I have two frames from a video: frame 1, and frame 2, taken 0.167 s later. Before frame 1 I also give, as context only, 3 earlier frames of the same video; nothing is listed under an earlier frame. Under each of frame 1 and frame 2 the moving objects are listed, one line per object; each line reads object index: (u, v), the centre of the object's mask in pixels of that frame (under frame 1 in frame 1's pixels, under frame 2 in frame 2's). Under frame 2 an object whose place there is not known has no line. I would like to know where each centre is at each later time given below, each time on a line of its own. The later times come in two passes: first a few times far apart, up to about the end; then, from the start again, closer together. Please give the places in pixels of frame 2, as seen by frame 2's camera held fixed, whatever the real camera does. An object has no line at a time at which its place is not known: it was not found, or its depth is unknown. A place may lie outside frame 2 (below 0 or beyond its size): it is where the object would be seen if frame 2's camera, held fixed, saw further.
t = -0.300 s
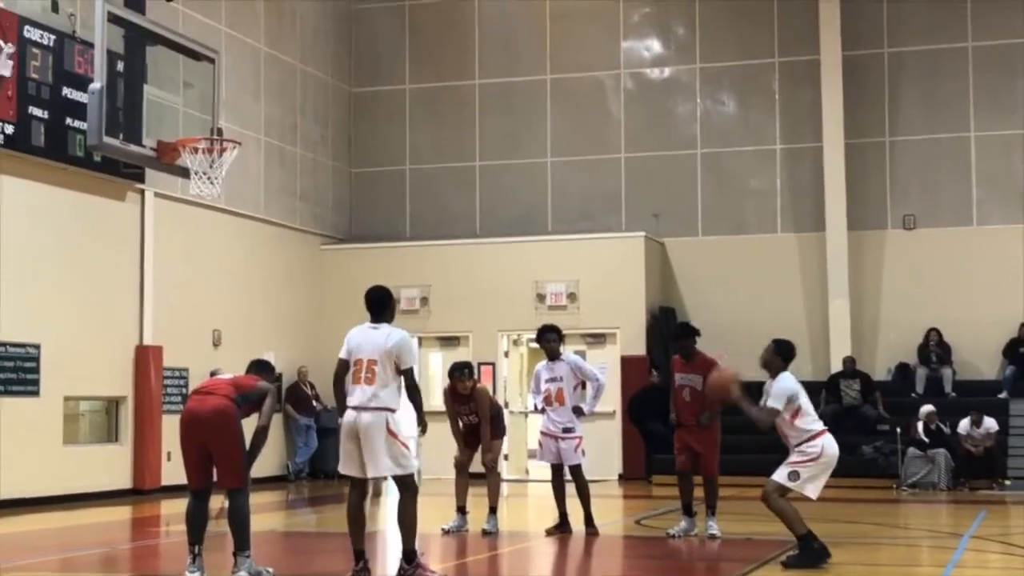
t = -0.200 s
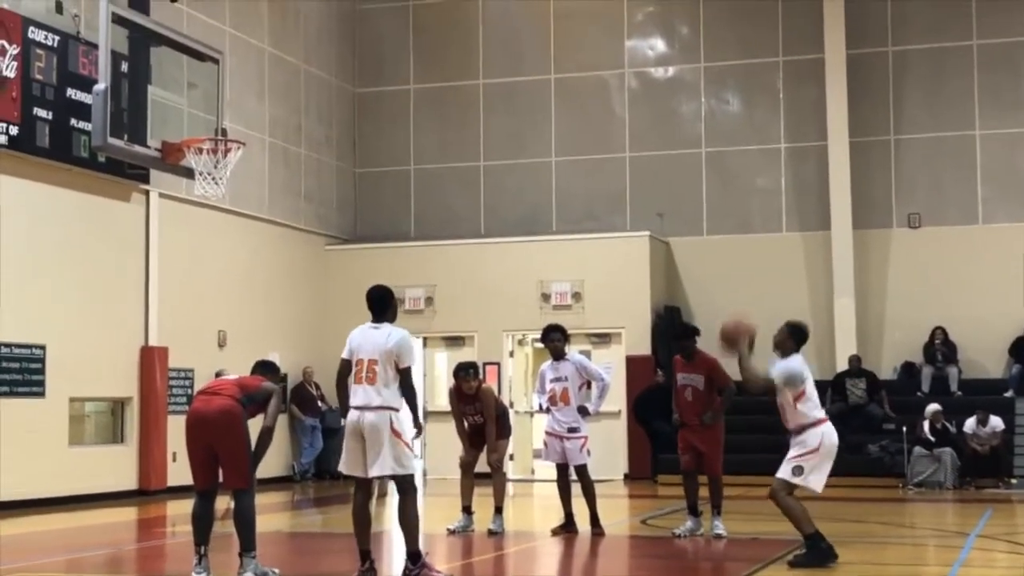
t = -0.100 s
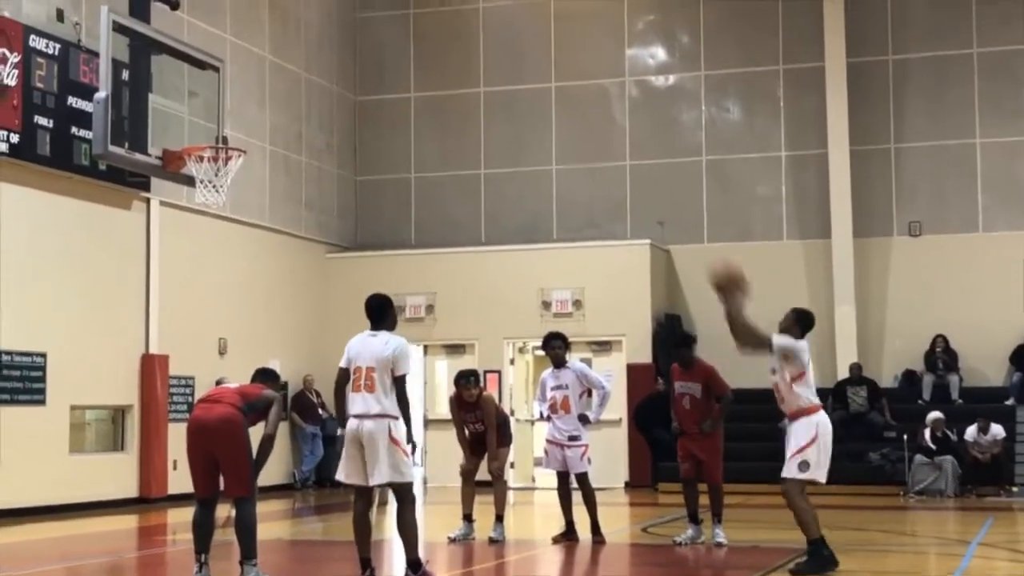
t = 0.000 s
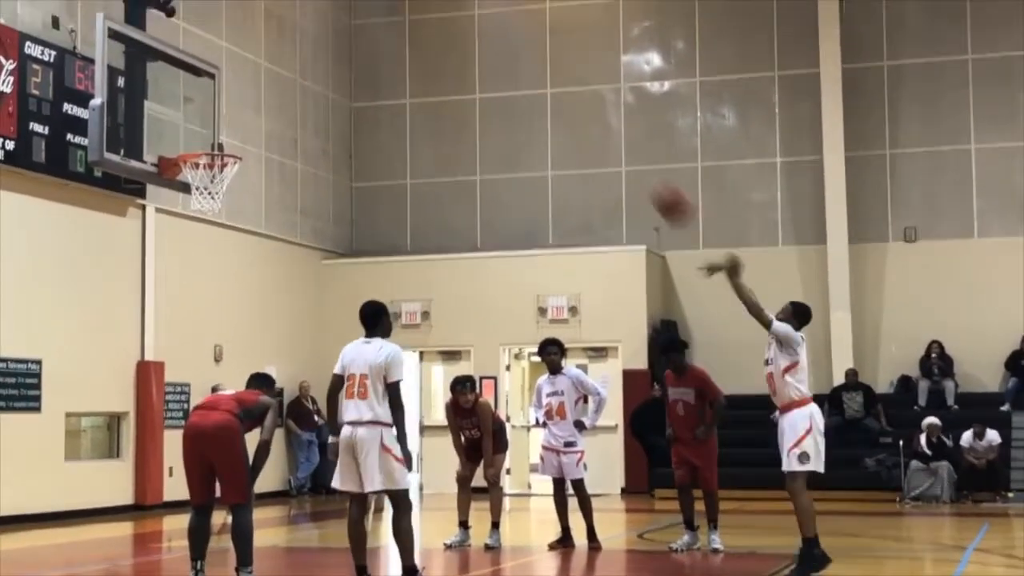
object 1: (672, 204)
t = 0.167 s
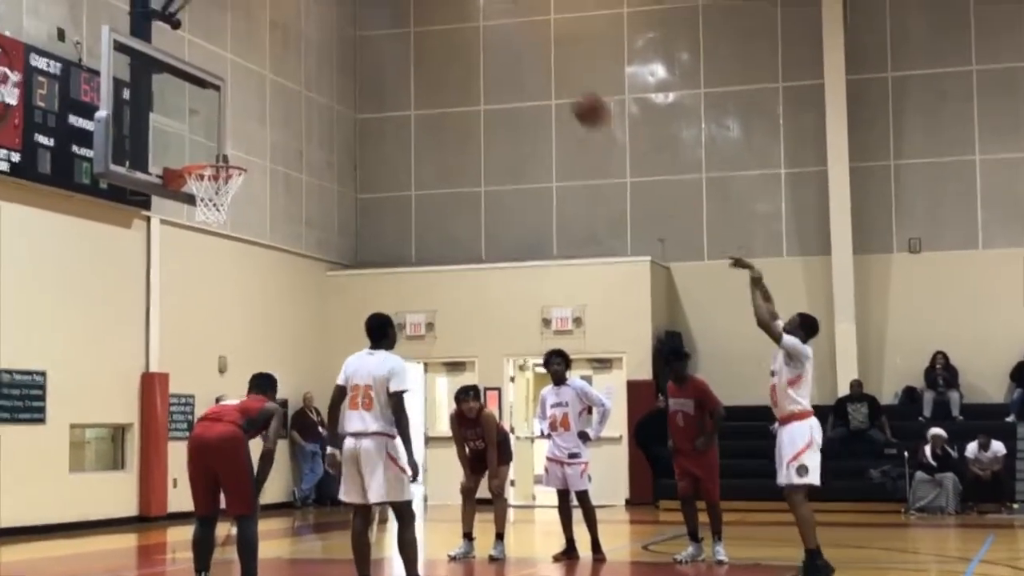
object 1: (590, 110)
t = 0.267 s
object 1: (543, 68)
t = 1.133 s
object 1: (214, 199)
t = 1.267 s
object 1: (196, 203)
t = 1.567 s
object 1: (220, 216)
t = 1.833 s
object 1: (202, 226)
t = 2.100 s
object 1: (195, 295)
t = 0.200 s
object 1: (573, 93)
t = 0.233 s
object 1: (558, 81)
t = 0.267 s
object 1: (543, 68)
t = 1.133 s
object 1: (214, 199)
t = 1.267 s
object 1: (196, 203)
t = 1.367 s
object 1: (210, 207)
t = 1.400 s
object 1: (216, 208)
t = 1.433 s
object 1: (220, 210)
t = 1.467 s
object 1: (223, 212)
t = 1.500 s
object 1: (223, 215)
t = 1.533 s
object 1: (222, 214)
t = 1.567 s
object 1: (220, 216)
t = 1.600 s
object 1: (216, 218)
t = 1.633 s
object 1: (214, 222)
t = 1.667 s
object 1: (213, 224)
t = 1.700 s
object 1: (209, 224)
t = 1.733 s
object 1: (206, 225)
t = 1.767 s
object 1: (204, 225)
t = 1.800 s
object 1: (203, 226)
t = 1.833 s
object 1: (202, 226)
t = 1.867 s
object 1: (202, 228)
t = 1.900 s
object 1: (201, 232)
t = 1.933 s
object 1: (200, 240)
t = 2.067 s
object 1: (196, 282)
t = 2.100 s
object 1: (195, 295)
